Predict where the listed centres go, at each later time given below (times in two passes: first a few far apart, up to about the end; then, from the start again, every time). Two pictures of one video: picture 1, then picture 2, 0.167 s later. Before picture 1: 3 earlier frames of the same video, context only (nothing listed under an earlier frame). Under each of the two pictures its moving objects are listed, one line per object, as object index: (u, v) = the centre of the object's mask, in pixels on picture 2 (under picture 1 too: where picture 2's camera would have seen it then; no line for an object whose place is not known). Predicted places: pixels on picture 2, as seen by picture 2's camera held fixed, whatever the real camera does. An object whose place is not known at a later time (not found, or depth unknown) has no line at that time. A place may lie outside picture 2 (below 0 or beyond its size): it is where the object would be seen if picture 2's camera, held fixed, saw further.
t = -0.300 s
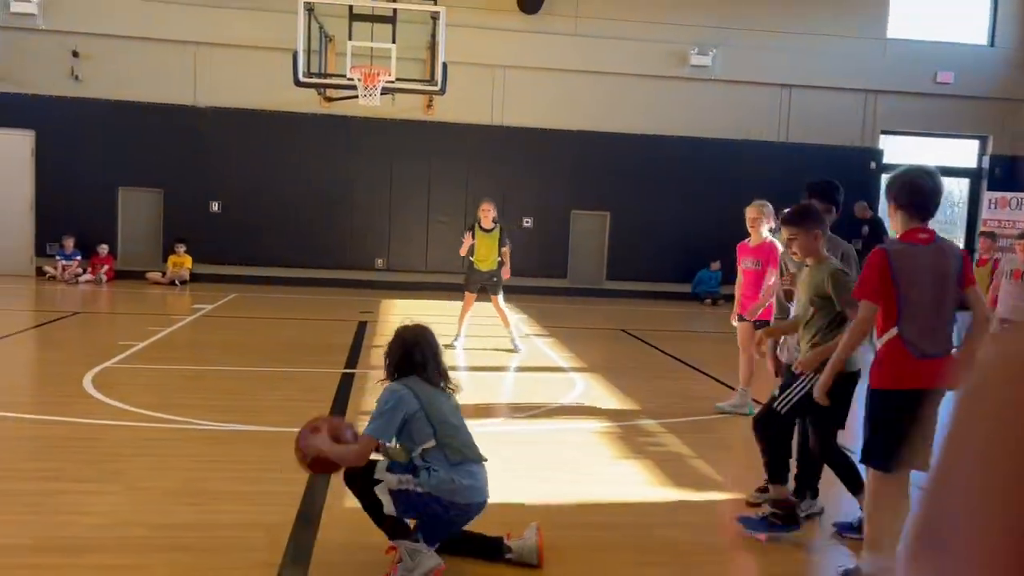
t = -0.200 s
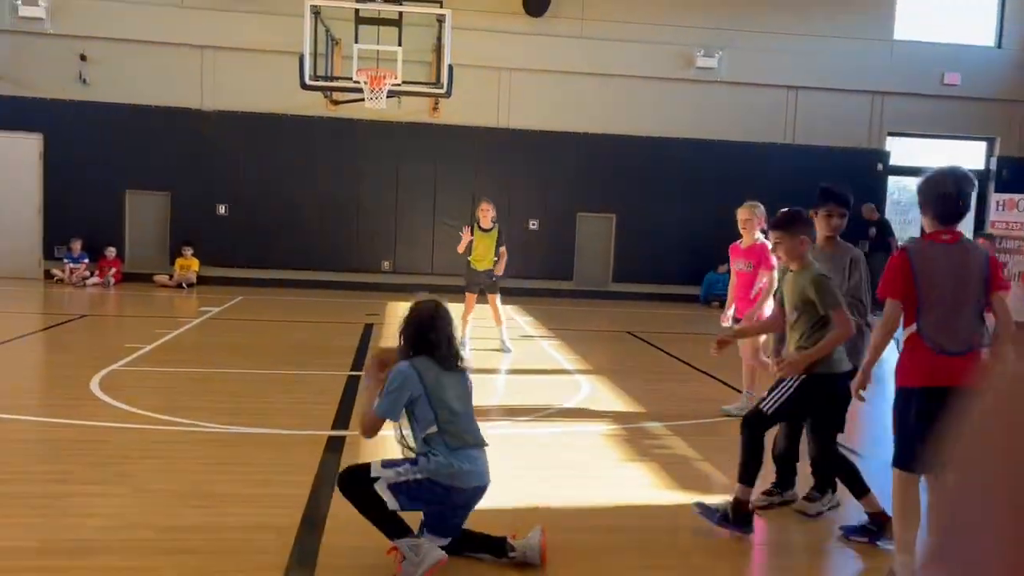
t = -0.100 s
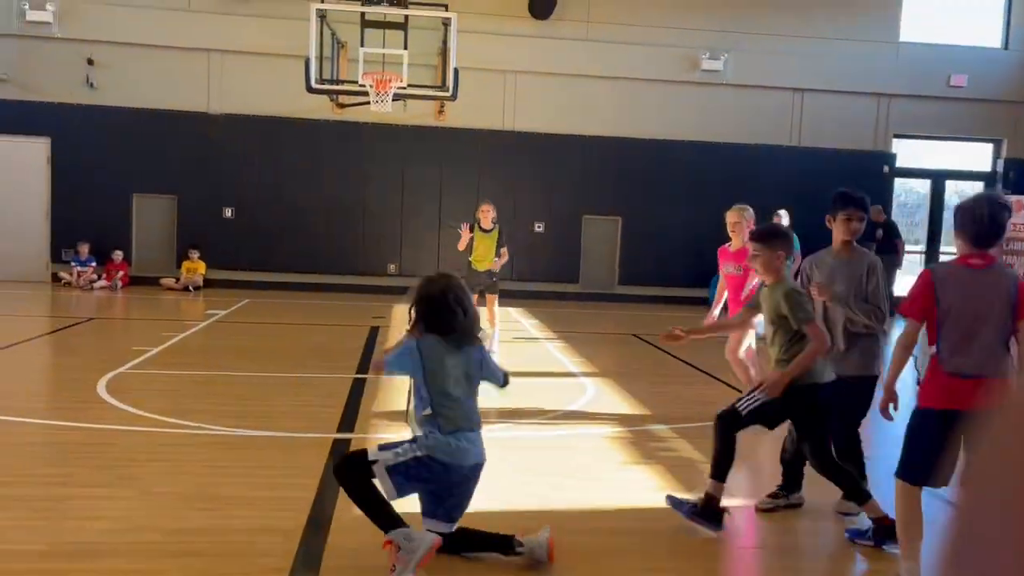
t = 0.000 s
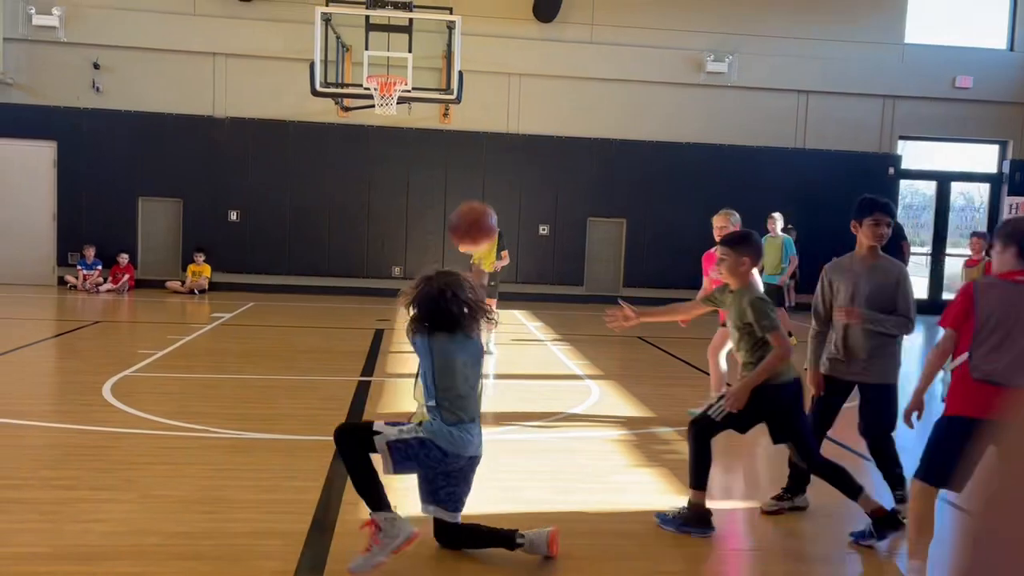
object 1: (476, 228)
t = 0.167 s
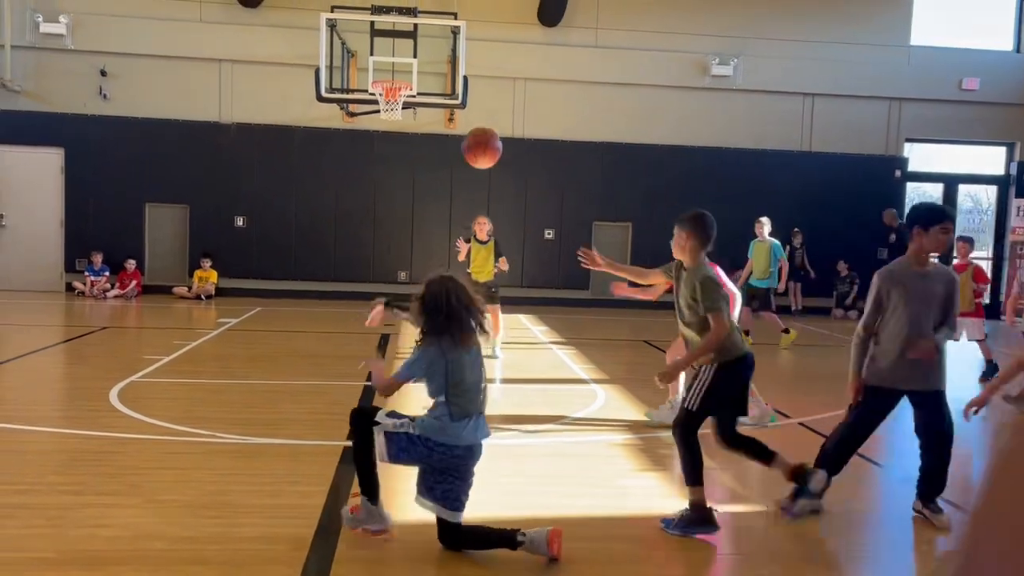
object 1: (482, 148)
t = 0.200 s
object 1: (482, 140)
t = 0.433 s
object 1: (484, 139)
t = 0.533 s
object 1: (484, 158)
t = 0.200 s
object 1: (482, 140)
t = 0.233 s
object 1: (482, 134)
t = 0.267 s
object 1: (483, 131)
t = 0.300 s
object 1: (483, 129)
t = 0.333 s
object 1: (483, 129)
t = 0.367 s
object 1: (483, 131)
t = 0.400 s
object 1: (484, 134)
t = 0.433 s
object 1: (484, 139)
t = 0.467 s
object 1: (484, 144)
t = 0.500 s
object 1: (484, 151)
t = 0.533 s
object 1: (484, 158)
